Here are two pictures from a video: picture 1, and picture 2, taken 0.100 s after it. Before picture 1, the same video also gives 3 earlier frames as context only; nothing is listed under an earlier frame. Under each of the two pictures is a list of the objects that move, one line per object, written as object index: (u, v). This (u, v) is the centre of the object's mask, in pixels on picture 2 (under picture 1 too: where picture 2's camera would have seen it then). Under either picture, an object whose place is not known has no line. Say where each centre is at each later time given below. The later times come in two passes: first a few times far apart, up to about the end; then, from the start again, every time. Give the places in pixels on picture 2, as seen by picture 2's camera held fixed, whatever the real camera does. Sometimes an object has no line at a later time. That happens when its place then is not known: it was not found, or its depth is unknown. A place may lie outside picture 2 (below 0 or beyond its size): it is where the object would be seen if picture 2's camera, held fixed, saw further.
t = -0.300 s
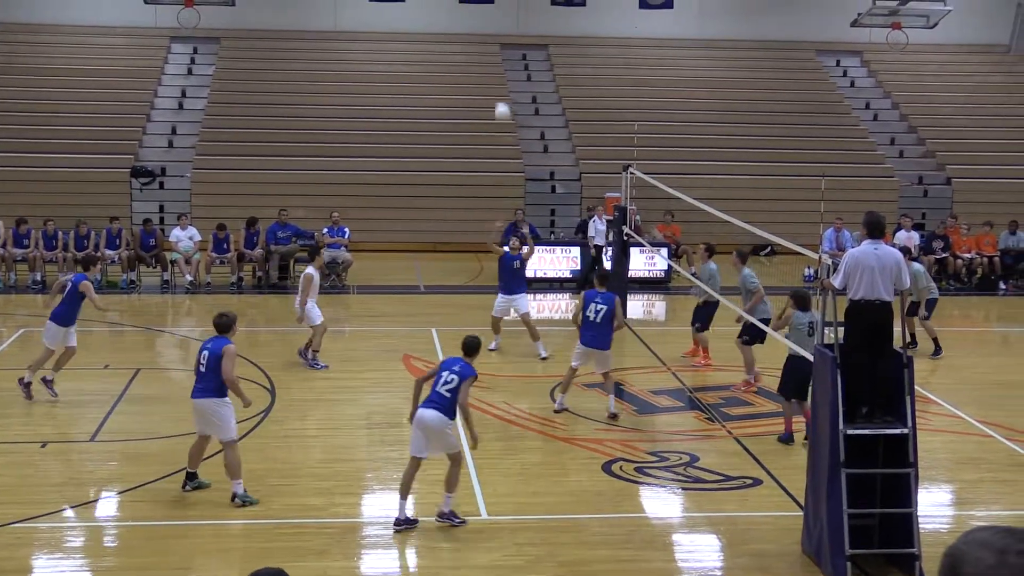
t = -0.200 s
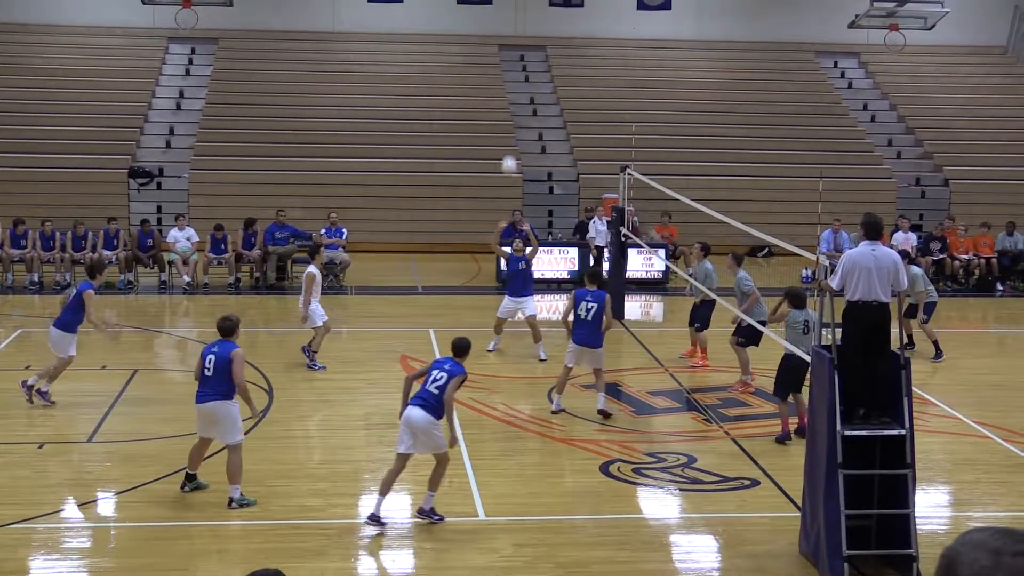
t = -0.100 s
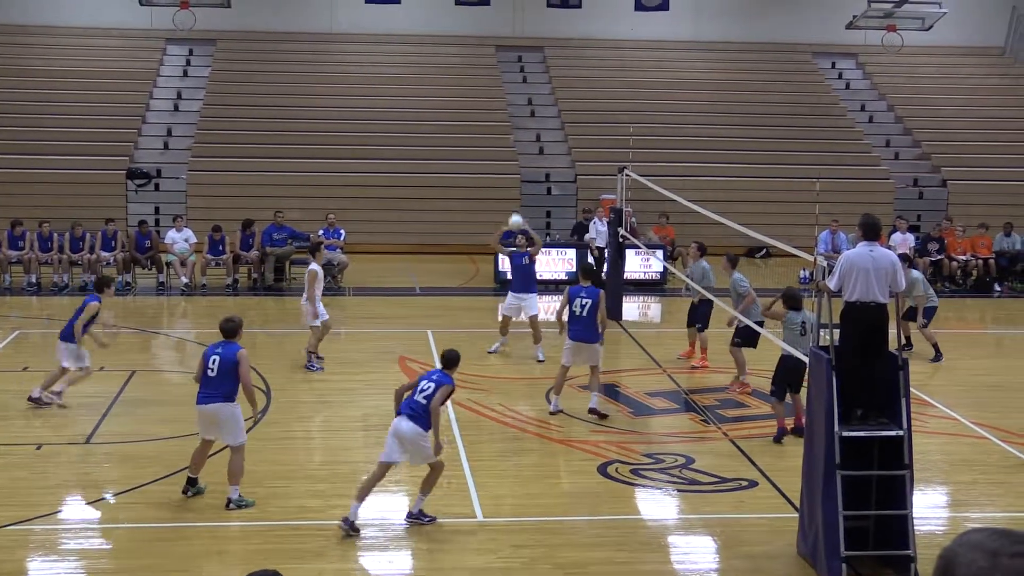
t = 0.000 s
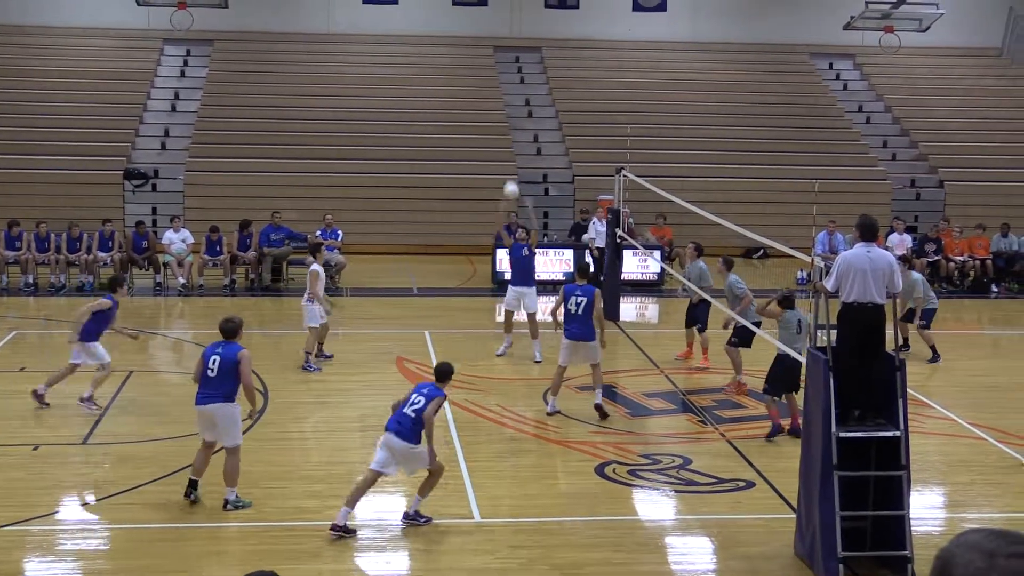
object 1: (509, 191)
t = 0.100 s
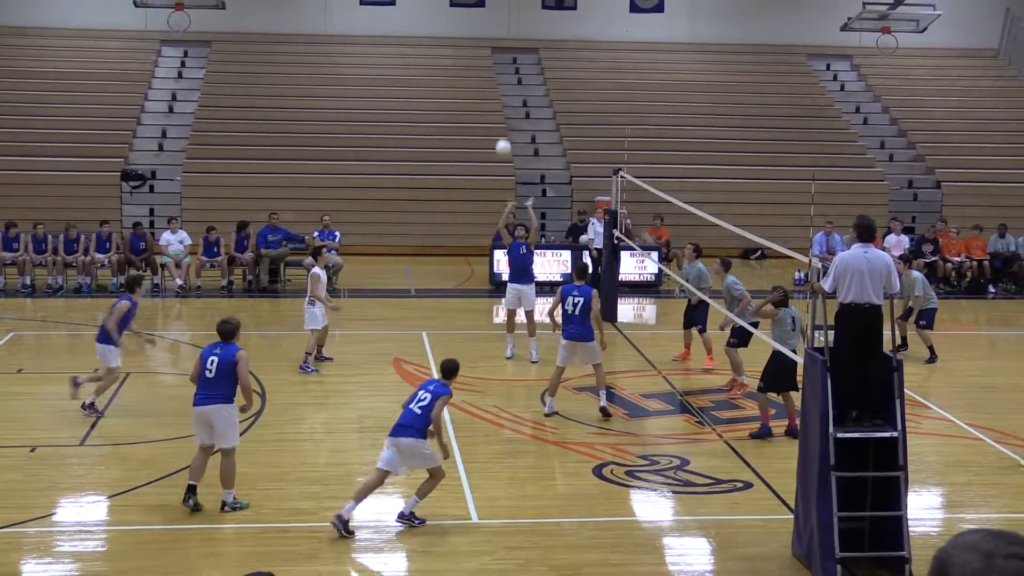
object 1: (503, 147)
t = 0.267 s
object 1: (493, 90)
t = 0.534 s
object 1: (476, 35)
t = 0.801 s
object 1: (457, 35)
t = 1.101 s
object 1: (437, 105)
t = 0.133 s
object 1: (501, 135)
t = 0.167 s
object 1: (499, 122)
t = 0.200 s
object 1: (497, 110)
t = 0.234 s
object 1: (495, 99)
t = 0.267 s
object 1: (493, 90)
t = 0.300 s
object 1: (491, 79)
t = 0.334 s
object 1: (489, 71)
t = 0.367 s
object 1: (487, 62)
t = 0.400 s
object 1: (485, 56)
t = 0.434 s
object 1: (483, 50)
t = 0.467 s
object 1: (481, 44)
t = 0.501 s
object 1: (479, 40)
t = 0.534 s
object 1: (476, 35)
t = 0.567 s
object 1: (473, 32)
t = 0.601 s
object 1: (471, 30)
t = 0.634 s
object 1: (469, 29)
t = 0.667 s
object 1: (467, 28)
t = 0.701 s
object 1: (465, 29)
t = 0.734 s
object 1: (462, 30)
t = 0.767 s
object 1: (460, 32)
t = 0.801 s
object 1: (457, 35)
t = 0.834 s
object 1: (455, 40)
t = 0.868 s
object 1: (453, 43)
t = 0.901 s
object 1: (451, 50)
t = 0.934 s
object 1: (449, 57)
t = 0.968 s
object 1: (447, 65)
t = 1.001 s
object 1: (444, 74)
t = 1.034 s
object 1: (442, 83)
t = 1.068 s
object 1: (438, 93)
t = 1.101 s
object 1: (437, 105)
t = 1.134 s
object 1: (435, 118)
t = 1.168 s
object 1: (432, 131)
